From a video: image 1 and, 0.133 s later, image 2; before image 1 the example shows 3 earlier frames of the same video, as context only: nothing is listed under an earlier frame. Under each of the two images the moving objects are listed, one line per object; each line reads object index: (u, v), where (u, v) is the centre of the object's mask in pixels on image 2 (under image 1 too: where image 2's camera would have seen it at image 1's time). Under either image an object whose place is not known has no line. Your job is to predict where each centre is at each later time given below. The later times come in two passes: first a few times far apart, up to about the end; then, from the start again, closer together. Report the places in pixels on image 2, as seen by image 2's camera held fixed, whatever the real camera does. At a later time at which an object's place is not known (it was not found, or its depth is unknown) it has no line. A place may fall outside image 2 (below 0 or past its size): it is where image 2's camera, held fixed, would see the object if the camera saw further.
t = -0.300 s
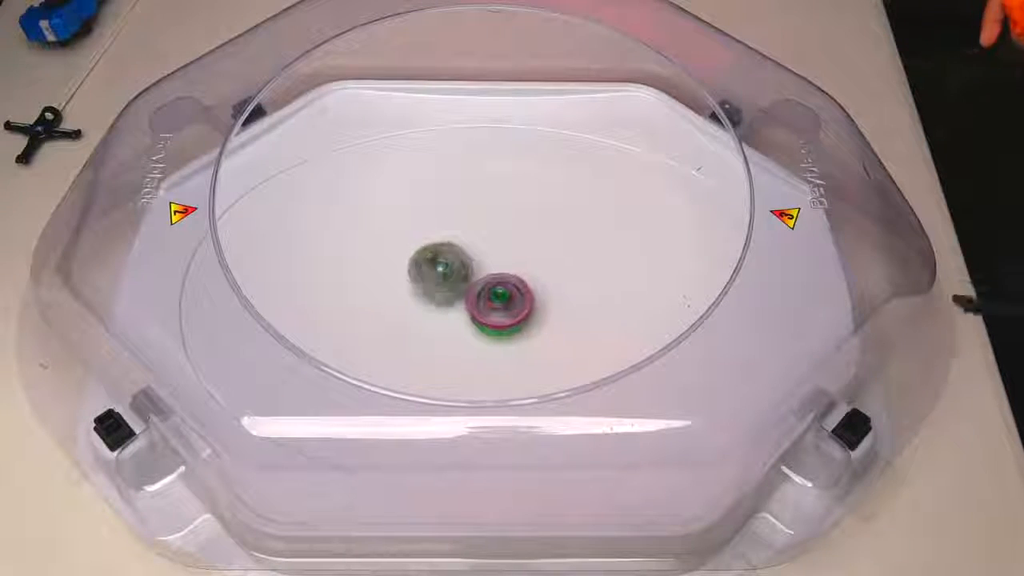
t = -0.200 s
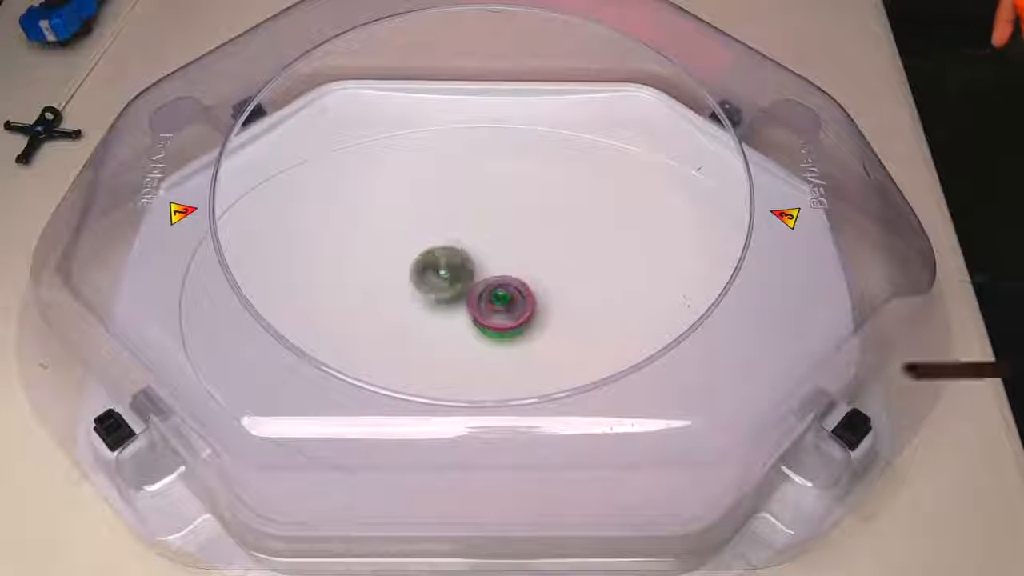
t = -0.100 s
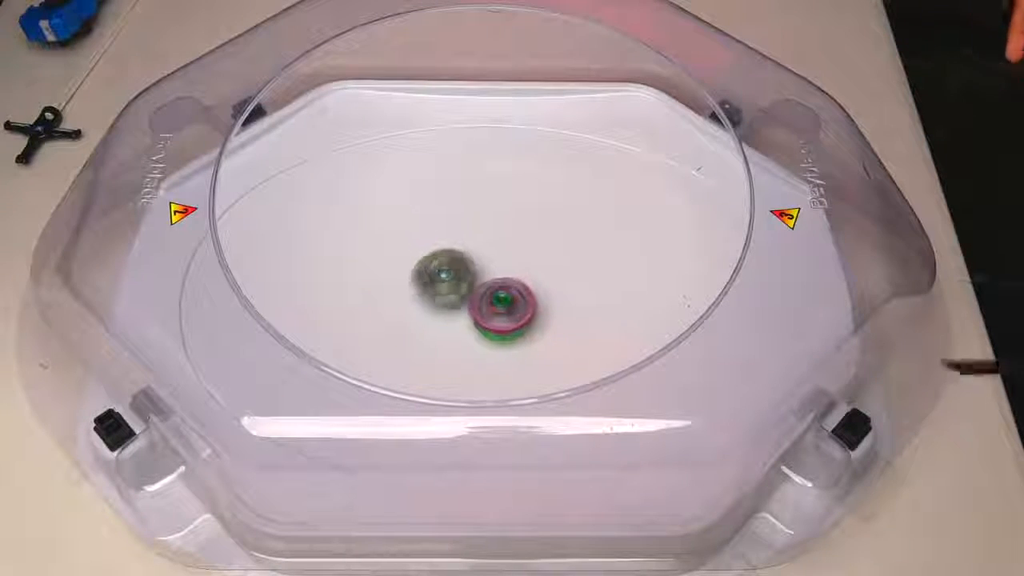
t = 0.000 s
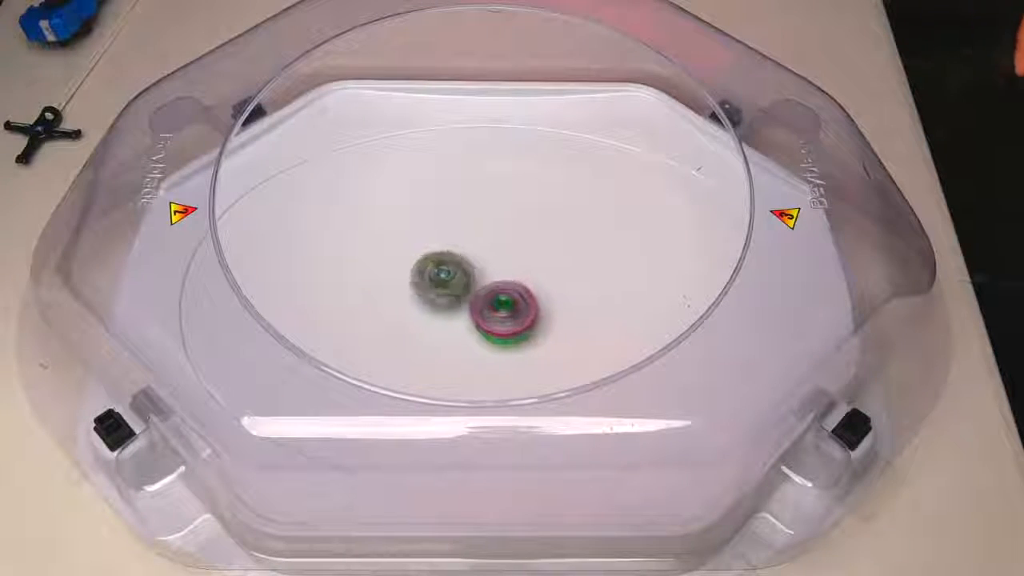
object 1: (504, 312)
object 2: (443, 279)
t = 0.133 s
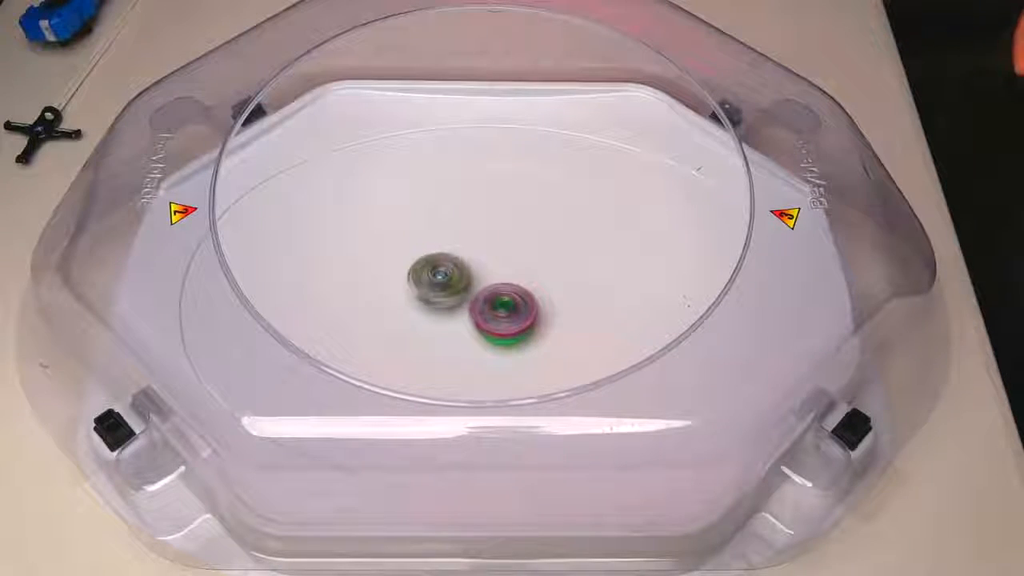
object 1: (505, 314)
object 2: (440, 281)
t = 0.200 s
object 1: (504, 314)
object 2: (439, 282)
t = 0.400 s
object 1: (502, 310)
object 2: (437, 282)
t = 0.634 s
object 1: (504, 308)
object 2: (439, 279)
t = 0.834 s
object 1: (510, 307)
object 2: (444, 278)
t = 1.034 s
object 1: (518, 307)
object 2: (446, 283)
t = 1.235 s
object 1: (520, 307)
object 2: (447, 286)
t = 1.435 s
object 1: (519, 304)
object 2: (445, 292)
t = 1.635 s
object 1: (518, 298)
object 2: (444, 295)
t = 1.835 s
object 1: (519, 292)
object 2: (445, 294)
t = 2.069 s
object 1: (523, 286)
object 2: (448, 297)
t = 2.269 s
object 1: (525, 284)
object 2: (452, 301)
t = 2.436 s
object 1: (524, 285)
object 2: (453, 304)
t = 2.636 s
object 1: (521, 284)
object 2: (453, 305)
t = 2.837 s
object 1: (520, 283)
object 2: (453, 305)
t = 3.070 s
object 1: (527, 283)
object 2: (449, 300)
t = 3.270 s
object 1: (525, 287)
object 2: (455, 297)
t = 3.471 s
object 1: (528, 289)
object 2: (453, 296)
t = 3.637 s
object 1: (525, 292)
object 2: (450, 289)
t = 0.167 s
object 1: (504, 314)
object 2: (440, 281)
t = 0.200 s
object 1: (504, 314)
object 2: (439, 282)
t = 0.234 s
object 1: (504, 313)
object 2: (439, 281)
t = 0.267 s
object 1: (502, 313)
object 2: (439, 281)
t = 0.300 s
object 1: (503, 312)
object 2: (438, 282)
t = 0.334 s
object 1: (502, 312)
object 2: (437, 282)
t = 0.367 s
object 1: (501, 311)
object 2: (438, 282)
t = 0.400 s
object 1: (502, 310)
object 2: (437, 282)
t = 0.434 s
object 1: (502, 311)
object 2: (437, 281)
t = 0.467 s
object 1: (502, 310)
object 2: (438, 280)
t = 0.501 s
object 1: (503, 310)
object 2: (438, 280)
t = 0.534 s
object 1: (503, 310)
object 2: (437, 279)
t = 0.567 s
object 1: (503, 309)
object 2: (438, 279)
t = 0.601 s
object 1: (504, 309)
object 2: (438, 279)
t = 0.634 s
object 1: (504, 308)
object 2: (439, 279)
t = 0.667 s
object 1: (505, 307)
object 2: (440, 278)
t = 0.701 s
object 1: (506, 307)
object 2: (440, 279)
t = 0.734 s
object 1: (506, 306)
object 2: (442, 280)
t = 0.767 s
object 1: (506, 306)
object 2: (442, 279)
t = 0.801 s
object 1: (508, 306)
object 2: (442, 280)
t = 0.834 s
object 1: (510, 307)
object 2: (444, 278)
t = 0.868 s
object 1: (511, 306)
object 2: (445, 280)
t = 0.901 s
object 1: (512, 306)
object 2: (444, 281)
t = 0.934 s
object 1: (514, 307)
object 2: (444, 281)
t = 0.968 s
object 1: (515, 306)
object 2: (445, 281)
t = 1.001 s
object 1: (517, 307)
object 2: (447, 282)
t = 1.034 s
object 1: (518, 307)
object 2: (446, 283)
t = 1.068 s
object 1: (518, 307)
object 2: (447, 284)
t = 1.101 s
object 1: (519, 307)
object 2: (446, 285)
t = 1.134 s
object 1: (520, 307)
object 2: (448, 285)
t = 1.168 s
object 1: (520, 307)
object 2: (448, 286)
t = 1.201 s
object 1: (520, 307)
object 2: (446, 286)
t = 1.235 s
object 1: (520, 307)
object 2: (447, 286)
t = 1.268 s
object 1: (520, 307)
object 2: (446, 288)
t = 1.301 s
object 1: (520, 307)
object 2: (446, 290)
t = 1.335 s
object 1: (520, 306)
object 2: (446, 289)
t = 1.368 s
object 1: (520, 306)
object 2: (445, 289)
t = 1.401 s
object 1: (519, 305)
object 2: (445, 291)
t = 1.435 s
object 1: (519, 304)
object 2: (445, 292)
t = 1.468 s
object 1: (519, 303)
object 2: (444, 293)
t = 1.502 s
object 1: (519, 302)
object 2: (444, 293)
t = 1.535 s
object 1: (518, 301)
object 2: (445, 292)
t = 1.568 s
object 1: (518, 300)
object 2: (444, 294)
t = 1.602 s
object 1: (518, 300)
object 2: (444, 293)
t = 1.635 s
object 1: (518, 298)
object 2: (444, 295)
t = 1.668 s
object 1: (518, 297)
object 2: (444, 295)
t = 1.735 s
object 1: (518, 294)
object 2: (444, 294)
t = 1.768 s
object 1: (518, 294)
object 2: (444, 294)
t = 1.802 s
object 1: (518, 293)
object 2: (445, 294)
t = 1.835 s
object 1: (519, 292)
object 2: (445, 294)
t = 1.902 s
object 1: (519, 290)
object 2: (445, 295)
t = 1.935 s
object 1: (520, 289)
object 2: (446, 295)
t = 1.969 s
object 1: (521, 289)
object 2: (447, 295)
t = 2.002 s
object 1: (521, 288)
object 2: (447, 295)
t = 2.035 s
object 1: (522, 287)
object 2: (447, 297)
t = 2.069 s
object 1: (523, 286)
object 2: (448, 297)
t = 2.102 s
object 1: (523, 286)
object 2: (449, 298)
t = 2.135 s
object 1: (524, 285)
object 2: (450, 298)
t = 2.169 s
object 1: (525, 285)
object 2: (450, 298)
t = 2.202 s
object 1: (525, 285)
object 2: (451, 298)
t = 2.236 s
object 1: (525, 285)
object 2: (451, 299)
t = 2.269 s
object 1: (525, 284)
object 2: (452, 301)
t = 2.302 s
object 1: (525, 284)
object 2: (452, 300)
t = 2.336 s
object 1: (525, 284)
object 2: (451, 302)
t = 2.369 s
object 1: (525, 284)
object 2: (452, 303)
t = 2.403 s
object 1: (524, 285)
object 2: (453, 305)
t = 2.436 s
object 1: (524, 285)
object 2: (453, 304)
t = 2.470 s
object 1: (524, 285)
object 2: (454, 305)
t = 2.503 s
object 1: (522, 285)
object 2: (453, 305)
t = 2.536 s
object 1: (522, 284)
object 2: (453, 306)
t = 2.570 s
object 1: (521, 285)
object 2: (453, 306)
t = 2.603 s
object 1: (522, 285)
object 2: (453, 306)
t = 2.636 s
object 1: (521, 284)
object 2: (453, 305)
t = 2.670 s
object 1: (521, 284)
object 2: (452, 305)
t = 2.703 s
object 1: (521, 283)
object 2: (452, 306)
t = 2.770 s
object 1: (519, 284)
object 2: (452, 305)
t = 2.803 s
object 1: (520, 283)
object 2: (453, 304)
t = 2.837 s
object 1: (520, 283)
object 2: (453, 305)
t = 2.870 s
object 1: (523, 282)
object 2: (450, 304)
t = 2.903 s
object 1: (524, 282)
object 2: (449, 303)
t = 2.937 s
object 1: (525, 282)
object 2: (449, 302)
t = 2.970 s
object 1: (525, 282)
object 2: (449, 302)
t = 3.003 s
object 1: (527, 283)
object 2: (447, 302)
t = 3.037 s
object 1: (527, 282)
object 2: (448, 300)
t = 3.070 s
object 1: (527, 283)
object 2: (449, 300)
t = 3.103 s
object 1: (528, 283)
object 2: (450, 297)
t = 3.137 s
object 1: (527, 284)
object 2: (450, 297)
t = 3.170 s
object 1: (528, 284)
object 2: (451, 297)
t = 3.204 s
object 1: (526, 286)
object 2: (453, 297)
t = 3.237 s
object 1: (526, 287)
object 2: (455, 297)
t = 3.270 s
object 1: (525, 287)
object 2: (455, 297)
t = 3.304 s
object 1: (527, 287)
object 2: (455, 297)
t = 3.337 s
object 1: (527, 288)
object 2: (455, 296)
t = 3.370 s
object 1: (526, 288)
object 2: (455, 297)
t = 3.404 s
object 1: (528, 288)
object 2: (454, 296)
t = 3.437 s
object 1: (528, 288)
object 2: (453, 296)
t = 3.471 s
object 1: (528, 289)
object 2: (453, 296)
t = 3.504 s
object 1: (526, 289)
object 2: (454, 293)
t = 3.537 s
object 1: (526, 290)
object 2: (453, 293)
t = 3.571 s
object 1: (525, 290)
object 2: (452, 292)
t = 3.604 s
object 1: (523, 291)
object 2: (452, 293)
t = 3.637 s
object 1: (525, 292)
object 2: (450, 289)
